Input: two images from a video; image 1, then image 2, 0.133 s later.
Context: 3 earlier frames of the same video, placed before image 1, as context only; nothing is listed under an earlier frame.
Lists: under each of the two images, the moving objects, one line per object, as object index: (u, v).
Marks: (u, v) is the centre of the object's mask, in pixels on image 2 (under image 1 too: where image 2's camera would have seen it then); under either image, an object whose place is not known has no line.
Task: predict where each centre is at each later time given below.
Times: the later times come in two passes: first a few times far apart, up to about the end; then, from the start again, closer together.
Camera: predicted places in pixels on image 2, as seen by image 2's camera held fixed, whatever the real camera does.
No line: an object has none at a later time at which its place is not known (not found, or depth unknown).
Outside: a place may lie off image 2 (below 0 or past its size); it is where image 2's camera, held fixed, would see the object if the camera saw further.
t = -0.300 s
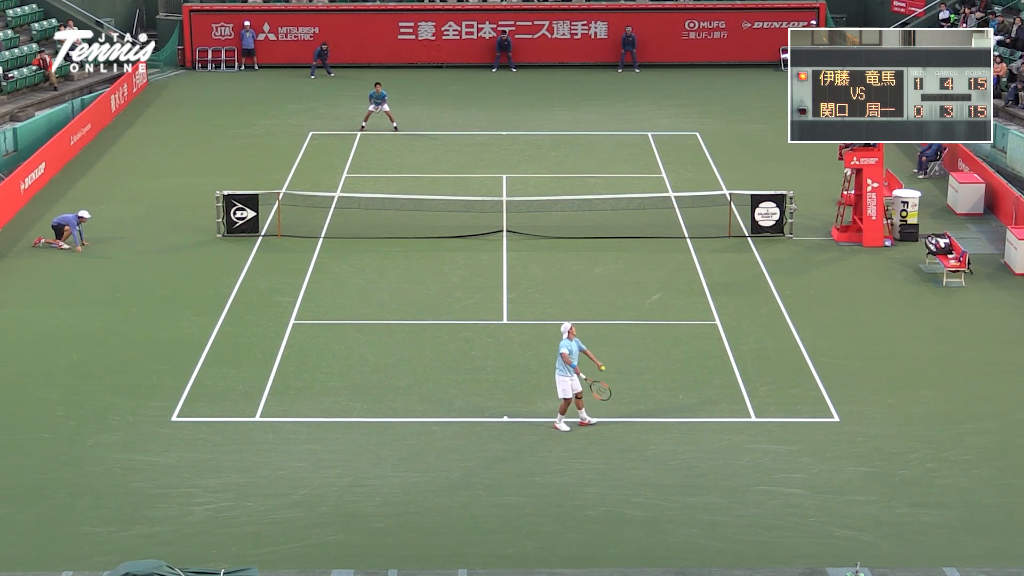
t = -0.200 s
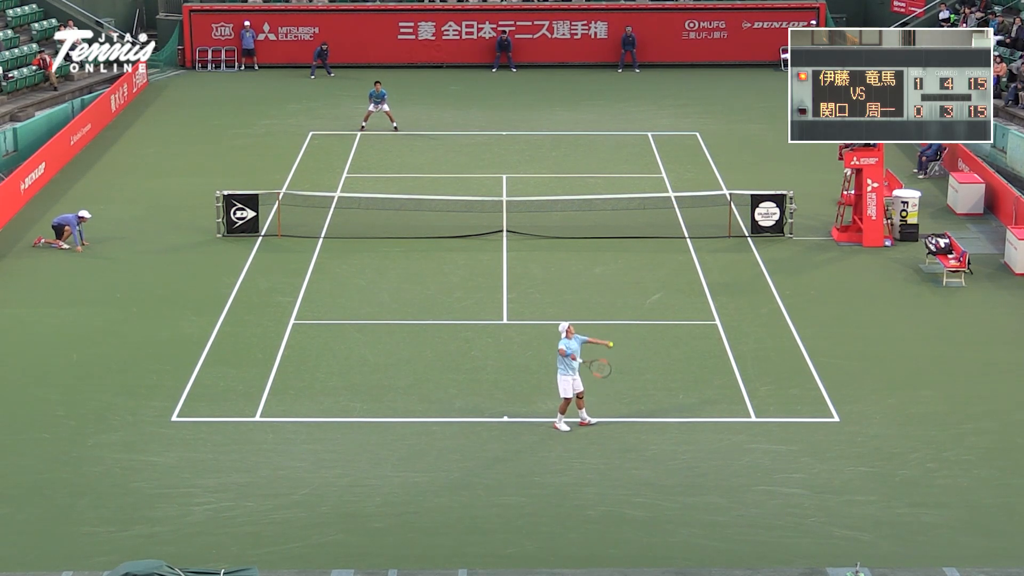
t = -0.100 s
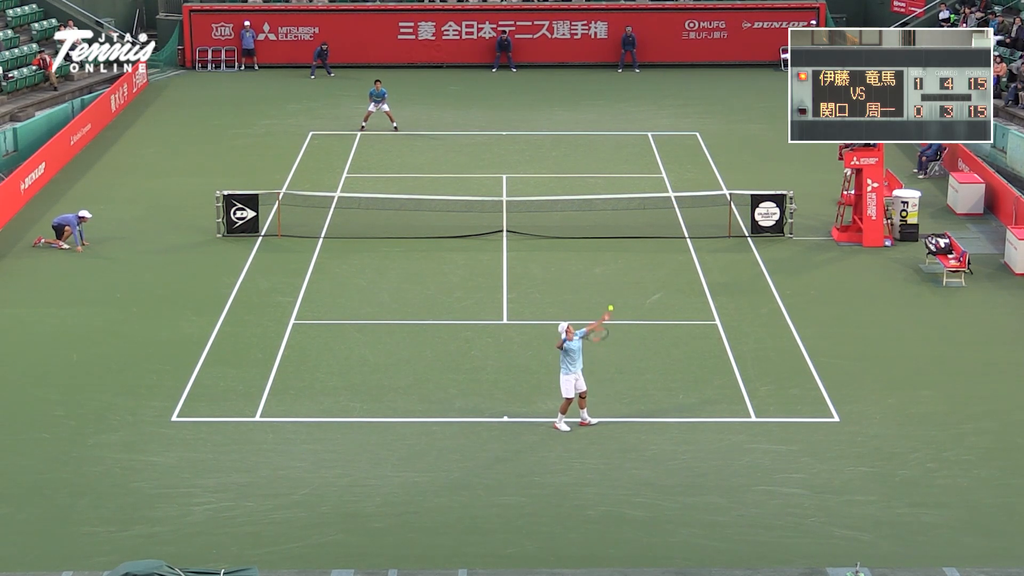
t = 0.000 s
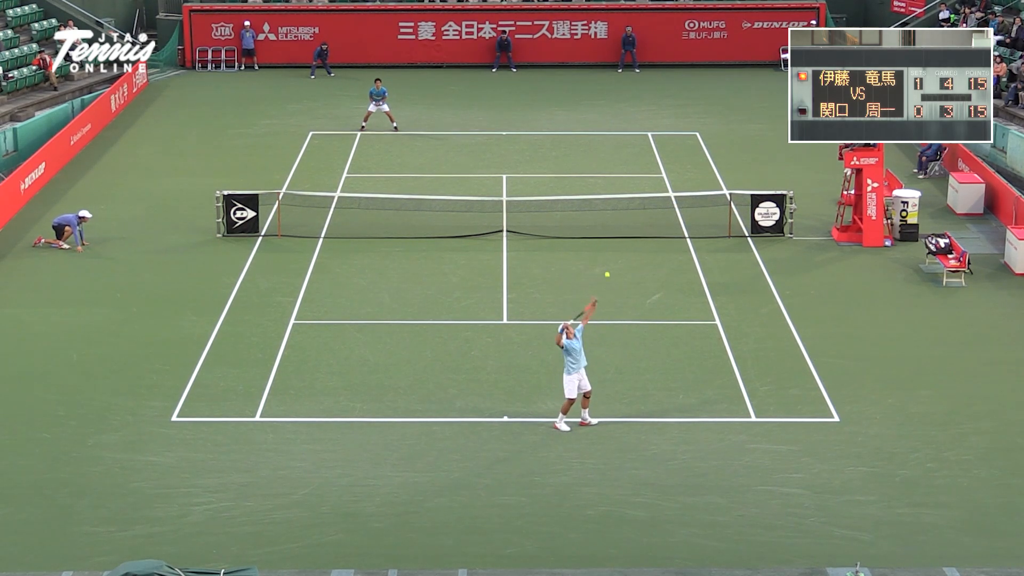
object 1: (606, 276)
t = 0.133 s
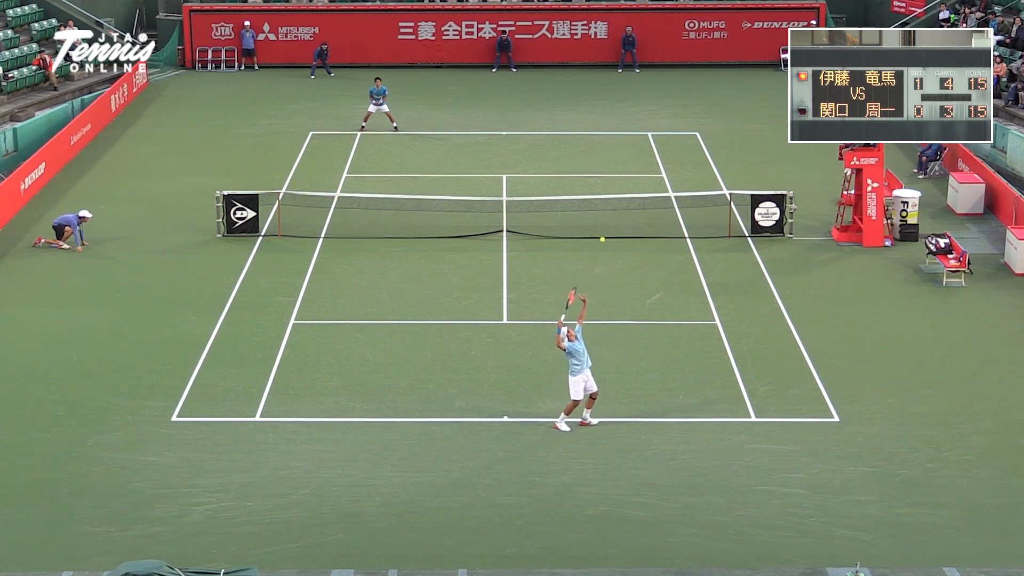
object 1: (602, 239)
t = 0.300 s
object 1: (596, 210)
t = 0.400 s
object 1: (593, 201)
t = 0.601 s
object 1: (585, 200)
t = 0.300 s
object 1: (596, 210)
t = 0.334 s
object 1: (595, 207)
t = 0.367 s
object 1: (594, 204)
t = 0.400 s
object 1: (593, 201)
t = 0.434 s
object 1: (592, 199)
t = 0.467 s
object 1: (590, 199)
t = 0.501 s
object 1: (589, 198)
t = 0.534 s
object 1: (588, 199)
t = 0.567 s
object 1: (587, 199)
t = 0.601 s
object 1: (585, 200)
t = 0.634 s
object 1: (584, 203)
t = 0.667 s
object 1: (583, 205)
